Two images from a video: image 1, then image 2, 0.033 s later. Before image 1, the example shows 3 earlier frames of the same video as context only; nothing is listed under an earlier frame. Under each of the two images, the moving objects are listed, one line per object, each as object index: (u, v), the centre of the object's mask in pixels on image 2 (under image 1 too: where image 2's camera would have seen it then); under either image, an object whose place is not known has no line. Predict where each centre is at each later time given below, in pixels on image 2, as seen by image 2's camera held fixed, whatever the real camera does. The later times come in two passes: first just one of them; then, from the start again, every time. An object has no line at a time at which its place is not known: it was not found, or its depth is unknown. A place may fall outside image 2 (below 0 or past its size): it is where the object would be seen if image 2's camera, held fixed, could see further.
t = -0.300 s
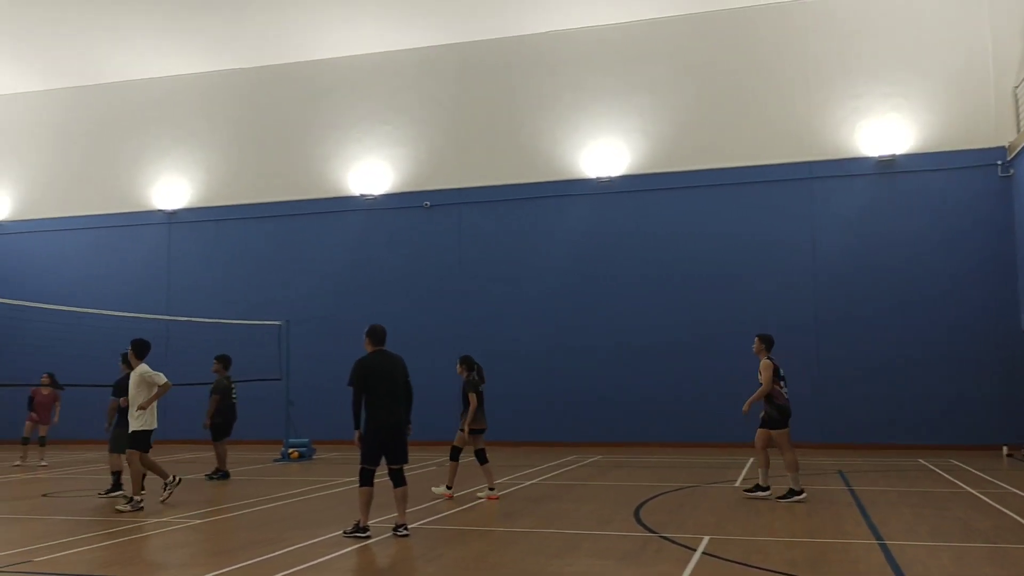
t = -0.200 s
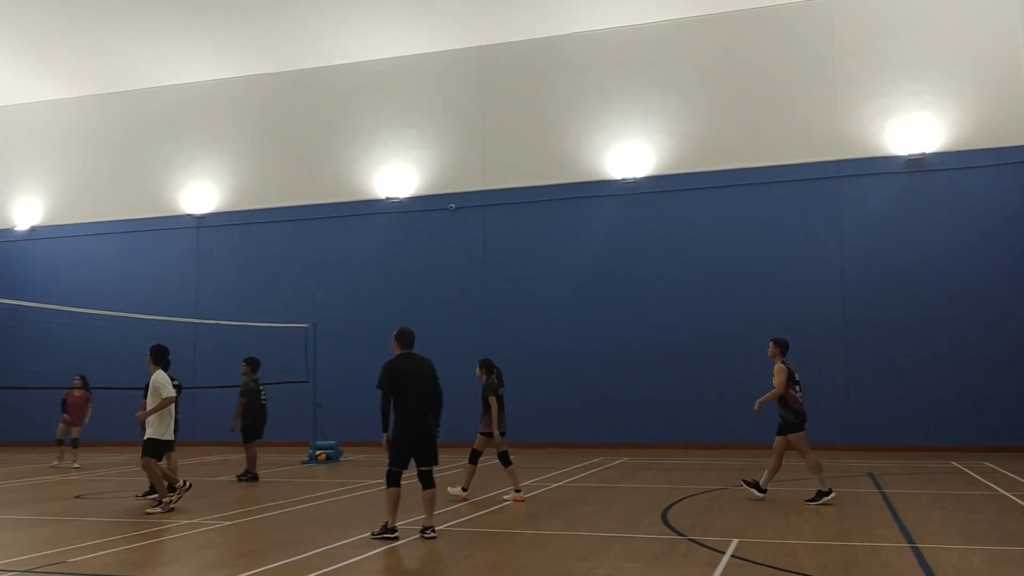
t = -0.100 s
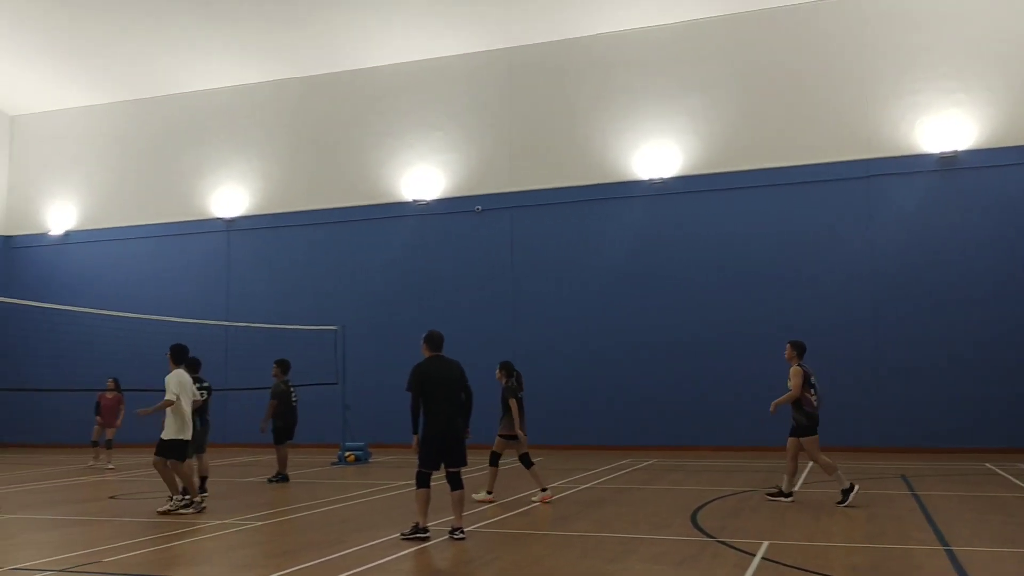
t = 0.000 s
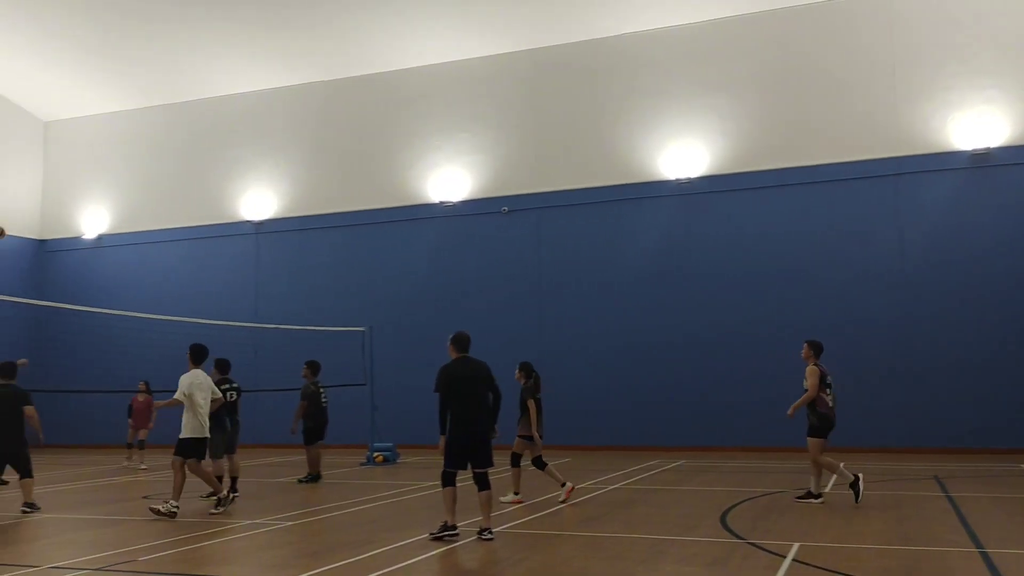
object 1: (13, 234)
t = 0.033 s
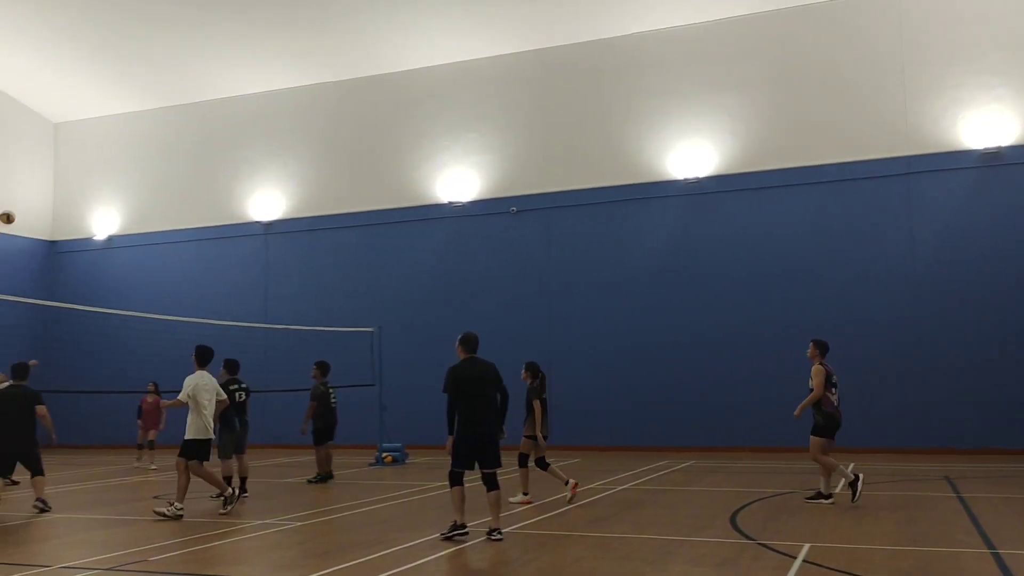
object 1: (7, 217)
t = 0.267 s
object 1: (-7, 134)
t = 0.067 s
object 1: (5, 204)
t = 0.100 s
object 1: (3, 192)
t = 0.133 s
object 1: (2, 178)
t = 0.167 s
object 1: (0, 166)
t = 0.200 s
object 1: (-2, 155)
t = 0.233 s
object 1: (-4, 145)
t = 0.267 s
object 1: (-7, 134)
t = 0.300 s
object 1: (-9, 125)
